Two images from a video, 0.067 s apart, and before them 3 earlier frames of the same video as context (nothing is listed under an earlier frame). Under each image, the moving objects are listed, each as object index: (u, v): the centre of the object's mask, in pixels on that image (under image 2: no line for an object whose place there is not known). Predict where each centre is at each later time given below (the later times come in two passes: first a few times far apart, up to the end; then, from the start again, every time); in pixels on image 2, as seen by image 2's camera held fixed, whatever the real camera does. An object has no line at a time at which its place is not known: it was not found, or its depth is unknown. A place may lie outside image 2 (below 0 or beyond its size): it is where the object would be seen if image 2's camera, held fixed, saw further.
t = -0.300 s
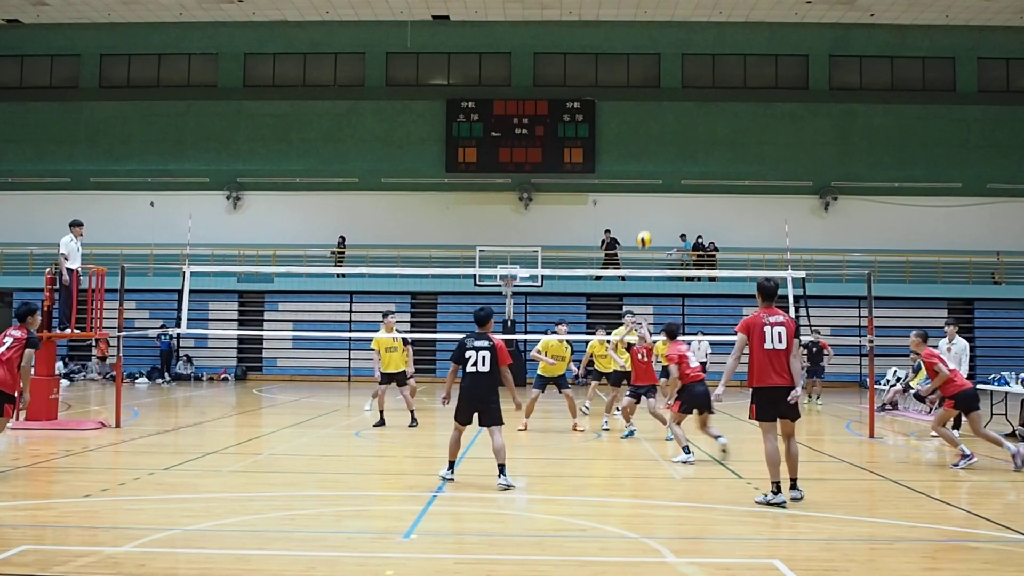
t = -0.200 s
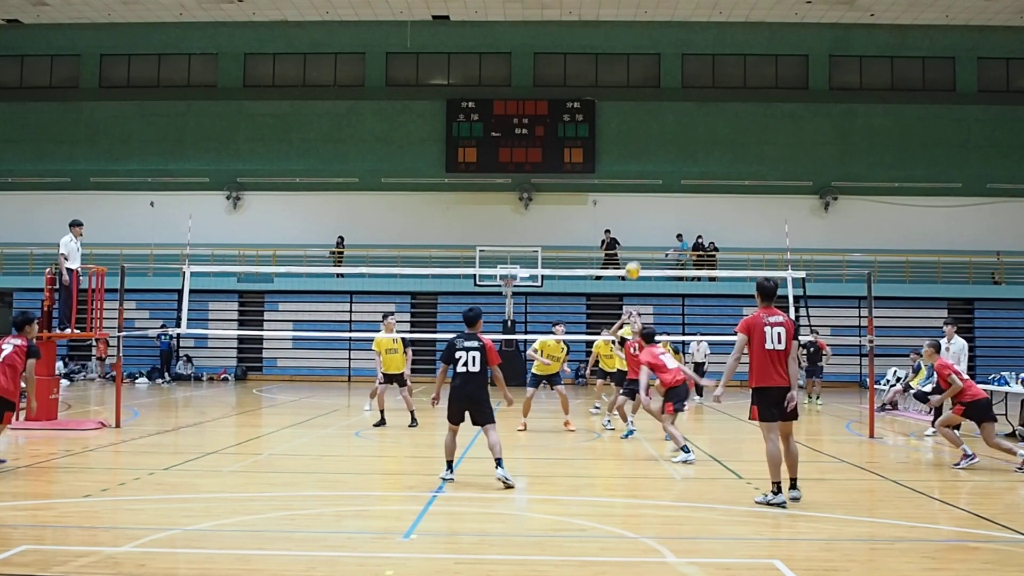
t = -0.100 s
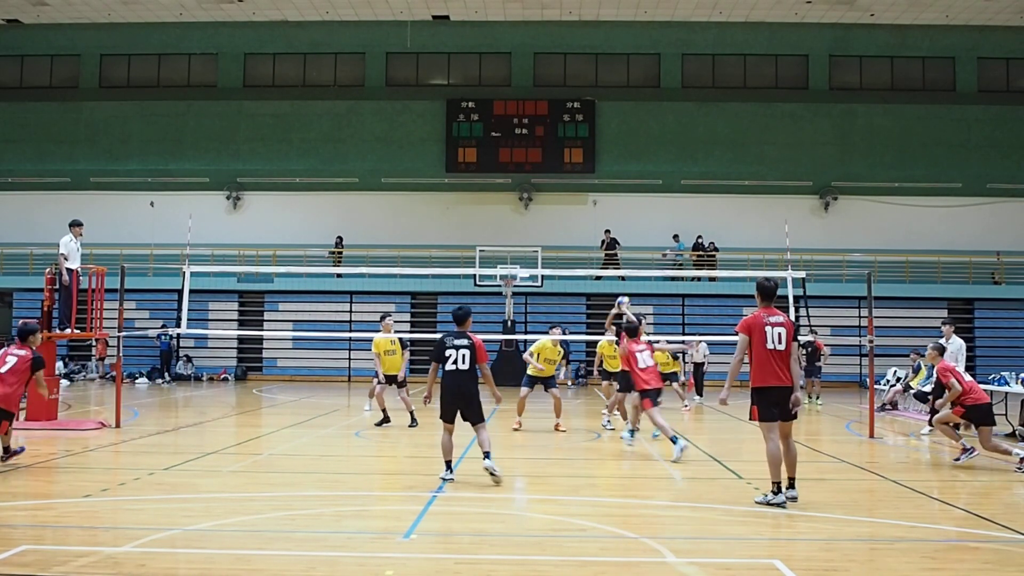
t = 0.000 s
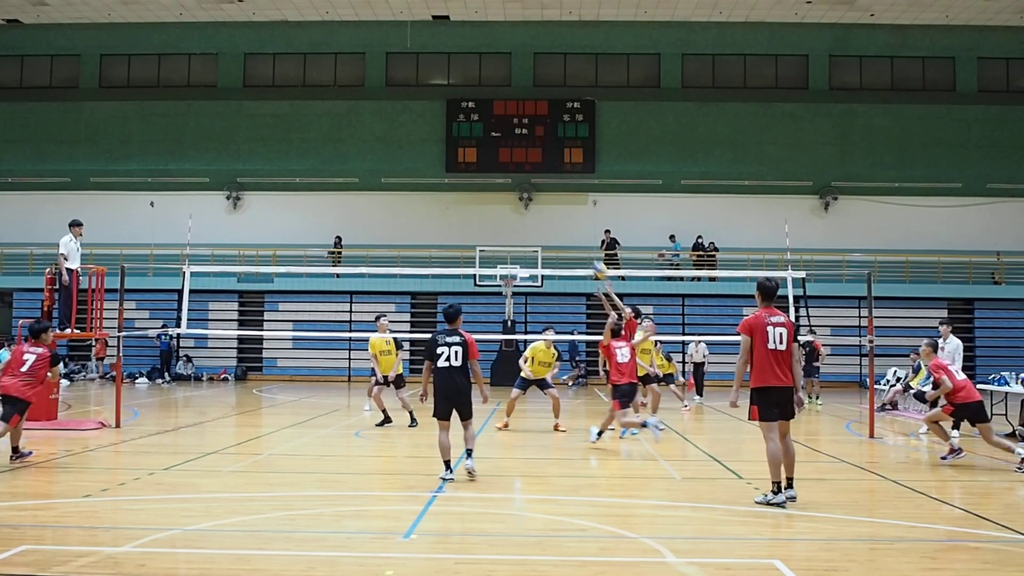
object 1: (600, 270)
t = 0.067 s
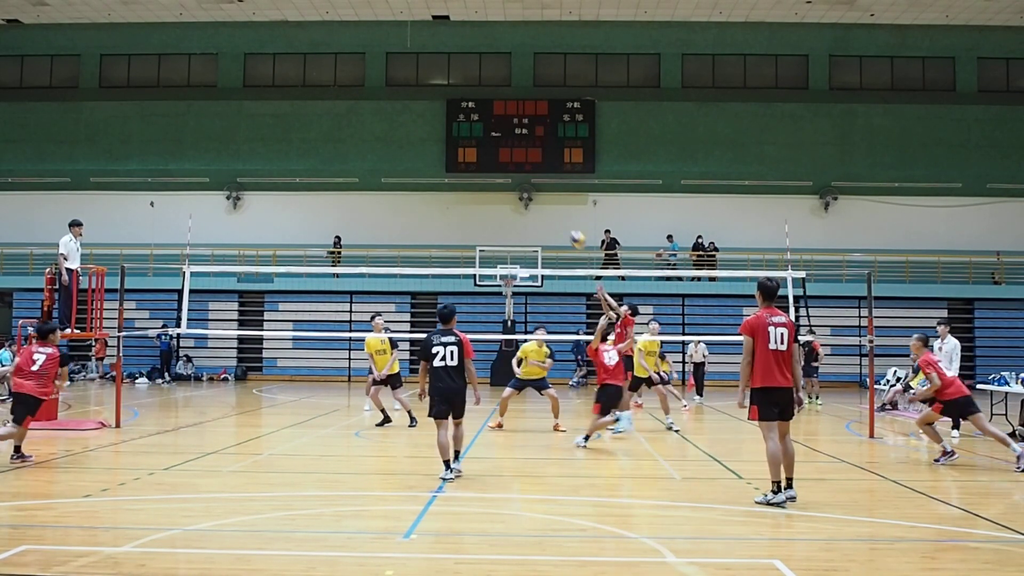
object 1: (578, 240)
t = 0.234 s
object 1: (524, 177)
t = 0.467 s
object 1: (451, 124)
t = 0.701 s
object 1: (380, 109)
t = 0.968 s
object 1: (299, 138)
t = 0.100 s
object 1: (566, 224)
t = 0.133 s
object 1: (555, 211)
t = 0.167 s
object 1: (545, 198)
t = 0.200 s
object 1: (534, 186)
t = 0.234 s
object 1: (524, 177)
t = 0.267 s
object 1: (513, 166)
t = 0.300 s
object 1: (502, 158)
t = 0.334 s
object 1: (492, 149)
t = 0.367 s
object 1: (481, 142)
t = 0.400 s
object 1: (471, 135)
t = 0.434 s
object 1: (461, 129)
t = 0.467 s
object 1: (451, 124)
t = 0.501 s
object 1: (440, 119)
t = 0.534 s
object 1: (430, 115)
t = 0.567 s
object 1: (420, 113)
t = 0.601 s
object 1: (410, 110)
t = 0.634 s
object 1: (400, 109)
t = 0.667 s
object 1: (390, 108)
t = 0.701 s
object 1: (380, 109)
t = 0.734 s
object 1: (369, 110)
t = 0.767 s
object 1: (360, 111)
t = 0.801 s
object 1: (349, 114)
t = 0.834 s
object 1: (339, 117)
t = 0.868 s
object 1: (329, 121)
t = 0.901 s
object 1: (319, 126)
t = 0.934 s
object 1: (309, 131)
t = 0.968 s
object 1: (299, 138)
